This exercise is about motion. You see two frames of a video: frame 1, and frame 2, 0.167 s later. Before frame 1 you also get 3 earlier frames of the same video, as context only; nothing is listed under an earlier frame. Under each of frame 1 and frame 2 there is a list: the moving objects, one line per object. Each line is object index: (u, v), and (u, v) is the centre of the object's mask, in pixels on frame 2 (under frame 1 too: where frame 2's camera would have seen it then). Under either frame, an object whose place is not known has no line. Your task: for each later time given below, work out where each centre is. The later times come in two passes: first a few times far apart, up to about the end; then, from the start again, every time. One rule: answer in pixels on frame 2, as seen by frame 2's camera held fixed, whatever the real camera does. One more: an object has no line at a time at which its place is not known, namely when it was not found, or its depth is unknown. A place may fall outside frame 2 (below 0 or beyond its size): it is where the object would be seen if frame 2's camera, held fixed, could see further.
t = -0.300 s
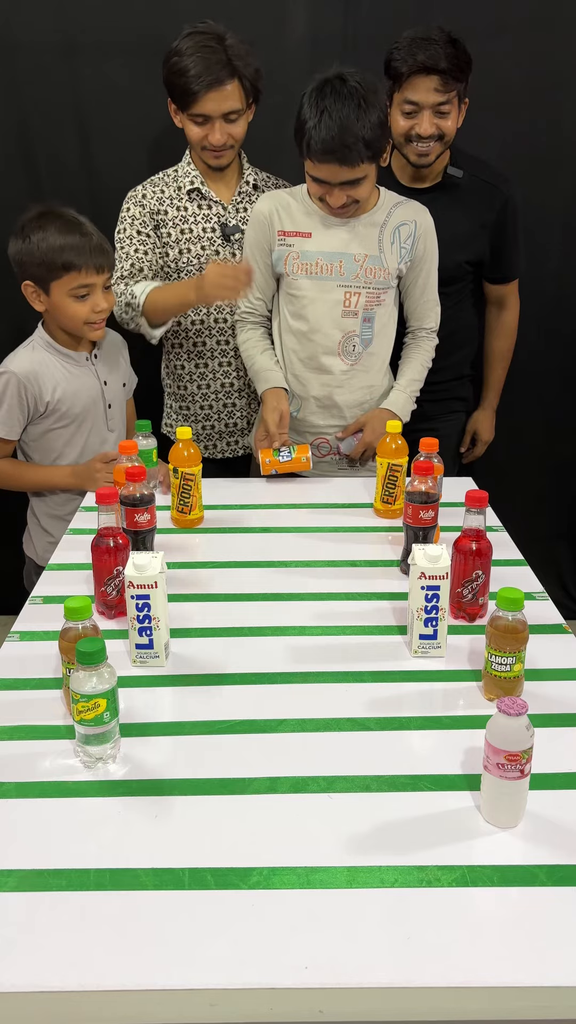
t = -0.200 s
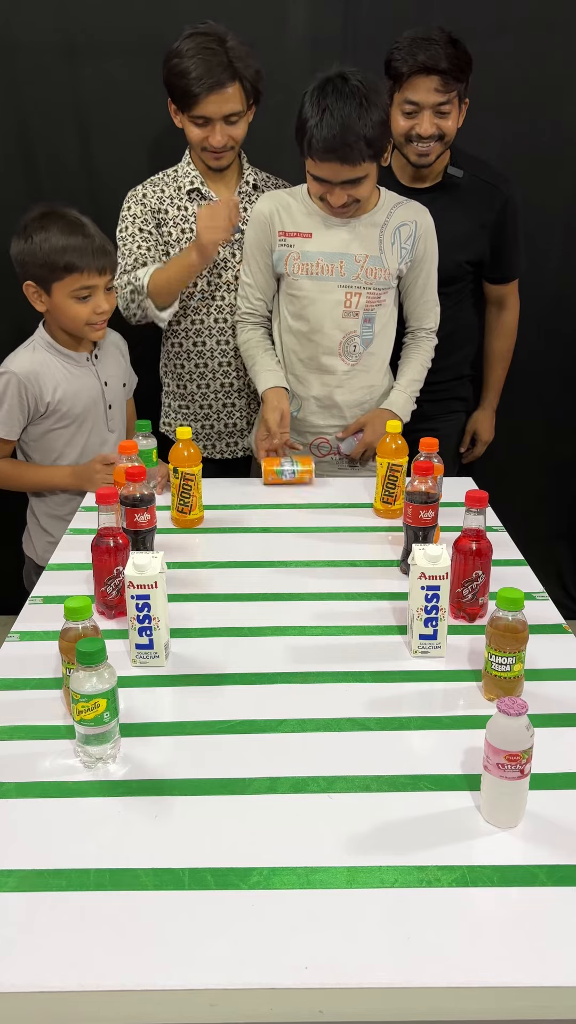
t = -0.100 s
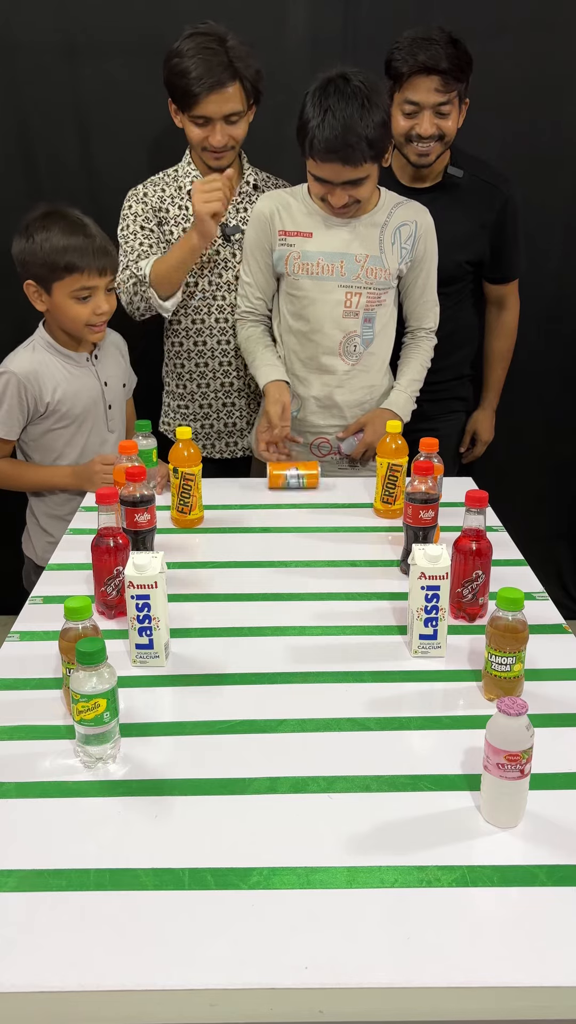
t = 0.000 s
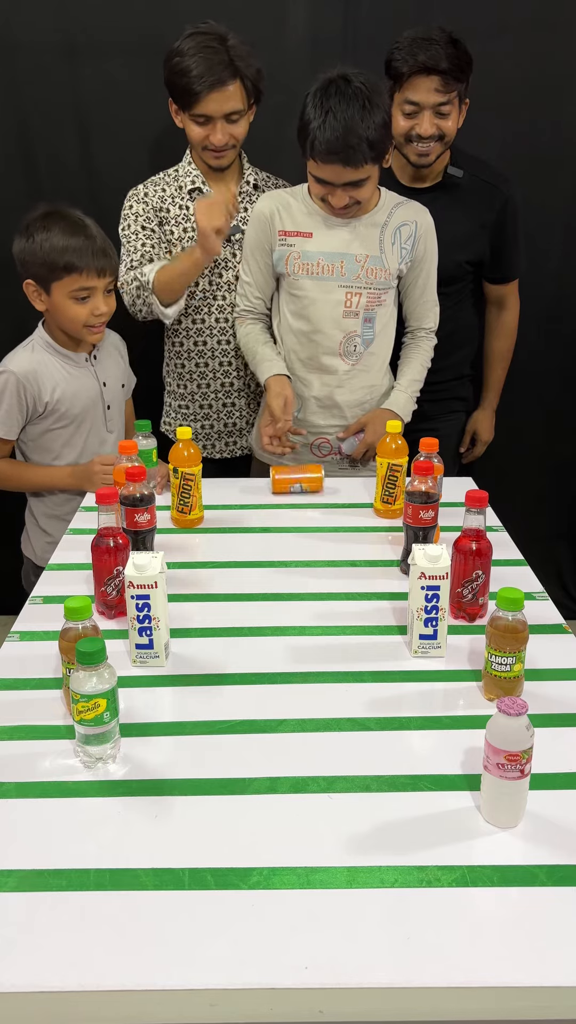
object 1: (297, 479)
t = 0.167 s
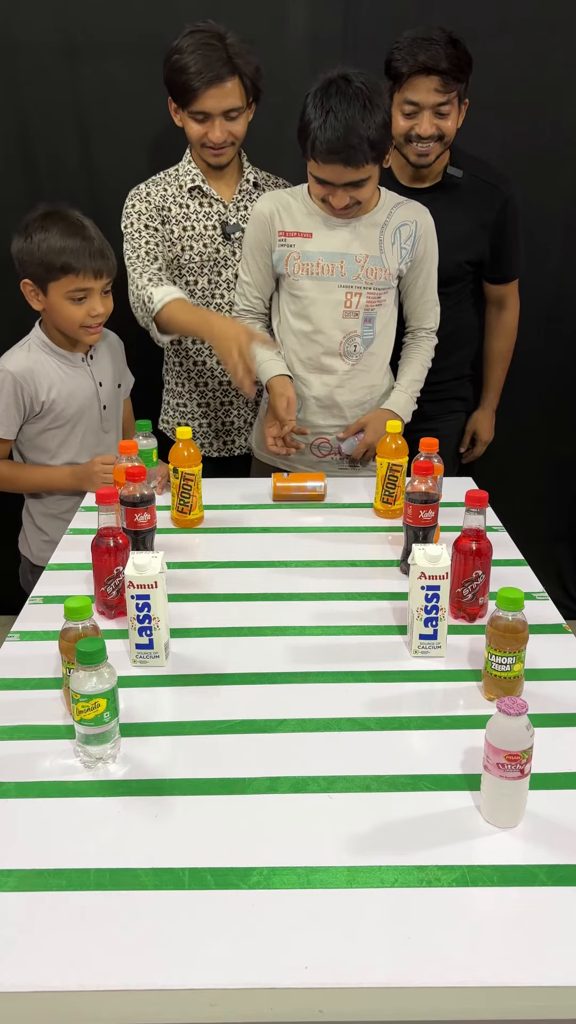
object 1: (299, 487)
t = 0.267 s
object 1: (300, 491)
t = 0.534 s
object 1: (301, 503)
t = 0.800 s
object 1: (303, 515)
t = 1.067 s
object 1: (304, 526)
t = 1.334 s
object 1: (306, 539)
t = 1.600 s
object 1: (307, 551)
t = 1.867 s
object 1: (308, 563)
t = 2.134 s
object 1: (309, 575)
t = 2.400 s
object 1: (311, 588)
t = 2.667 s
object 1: (312, 601)
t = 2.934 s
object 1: (314, 613)
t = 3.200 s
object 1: (315, 626)
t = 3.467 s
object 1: (316, 641)
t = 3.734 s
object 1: (318, 655)
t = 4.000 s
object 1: (319, 667)
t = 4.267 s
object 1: (321, 680)
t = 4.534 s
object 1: (322, 695)
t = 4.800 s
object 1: (324, 710)
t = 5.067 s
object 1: (325, 725)
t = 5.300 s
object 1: (326, 737)
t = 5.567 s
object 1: (327, 749)
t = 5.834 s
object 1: (328, 757)
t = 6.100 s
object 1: (329, 765)
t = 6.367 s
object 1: (330, 772)
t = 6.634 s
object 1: (330, 782)
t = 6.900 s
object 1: (332, 798)
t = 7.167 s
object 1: (333, 815)
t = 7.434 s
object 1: (335, 832)
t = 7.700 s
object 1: (336, 843)
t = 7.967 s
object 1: (336, 839)
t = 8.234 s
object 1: (335, 826)
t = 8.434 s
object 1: (334, 814)
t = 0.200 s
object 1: (299, 488)
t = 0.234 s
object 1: (299, 489)
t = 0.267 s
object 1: (300, 491)
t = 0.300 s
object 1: (300, 492)
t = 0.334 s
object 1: (300, 493)
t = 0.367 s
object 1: (300, 495)
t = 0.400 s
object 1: (300, 496)
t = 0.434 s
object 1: (301, 498)
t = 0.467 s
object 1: (301, 500)
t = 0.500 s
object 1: (301, 501)
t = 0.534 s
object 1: (301, 503)
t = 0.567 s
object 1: (301, 504)
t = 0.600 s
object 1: (302, 506)
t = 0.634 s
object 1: (302, 507)
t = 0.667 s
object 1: (302, 509)
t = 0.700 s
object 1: (302, 510)
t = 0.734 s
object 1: (302, 512)
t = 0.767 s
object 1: (303, 513)
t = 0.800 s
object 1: (303, 515)
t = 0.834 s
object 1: (303, 516)
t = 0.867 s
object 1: (303, 518)
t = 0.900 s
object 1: (303, 519)
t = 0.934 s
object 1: (303, 520)
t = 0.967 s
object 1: (303, 522)
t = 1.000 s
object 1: (304, 524)
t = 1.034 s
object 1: (304, 525)
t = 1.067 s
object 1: (304, 526)
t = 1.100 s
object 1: (304, 528)
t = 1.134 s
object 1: (304, 529)
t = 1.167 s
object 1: (305, 531)
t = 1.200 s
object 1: (305, 533)
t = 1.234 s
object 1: (305, 534)
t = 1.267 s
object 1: (305, 536)
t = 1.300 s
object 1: (305, 538)
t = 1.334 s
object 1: (306, 539)
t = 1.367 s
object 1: (306, 541)
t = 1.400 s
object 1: (306, 543)
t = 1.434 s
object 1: (306, 544)
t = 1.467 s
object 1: (307, 546)
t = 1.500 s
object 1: (307, 547)
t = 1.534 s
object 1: (307, 549)
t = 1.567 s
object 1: (307, 550)
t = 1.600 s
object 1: (307, 551)
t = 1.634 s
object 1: (307, 553)
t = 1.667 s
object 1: (308, 554)
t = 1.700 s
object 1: (308, 556)
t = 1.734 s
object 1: (308, 557)
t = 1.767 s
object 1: (308, 558)
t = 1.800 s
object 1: (308, 560)
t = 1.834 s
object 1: (308, 561)
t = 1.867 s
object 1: (308, 563)
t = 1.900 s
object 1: (308, 564)
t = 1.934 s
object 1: (309, 566)
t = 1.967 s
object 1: (309, 567)
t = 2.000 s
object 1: (309, 569)
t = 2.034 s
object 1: (309, 571)
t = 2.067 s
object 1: (309, 572)
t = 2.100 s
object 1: (309, 574)
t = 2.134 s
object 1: (309, 575)
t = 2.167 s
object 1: (310, 577)
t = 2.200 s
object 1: (310, 579)
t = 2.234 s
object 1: (310, 580)
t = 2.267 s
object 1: (310, 581)
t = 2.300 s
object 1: (311, 584)
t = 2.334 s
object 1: (311, 585)
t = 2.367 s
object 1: (311, 587)
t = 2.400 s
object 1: (311, 588)
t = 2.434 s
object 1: (311, 590)
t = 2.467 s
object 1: (312, 592)
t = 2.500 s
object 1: (312, 593)
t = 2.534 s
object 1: (312, 595)
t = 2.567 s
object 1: (312, 596)
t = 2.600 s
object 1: (312, 598)
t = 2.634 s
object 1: (312, 600)
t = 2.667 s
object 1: (312, 601)
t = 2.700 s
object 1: (313, 602)
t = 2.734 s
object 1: (313, 604)
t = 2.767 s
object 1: (313, 605)
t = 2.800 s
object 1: (313, 607)
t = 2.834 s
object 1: (313, 608)
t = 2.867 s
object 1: (313, 610)
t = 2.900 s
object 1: (313, 611)
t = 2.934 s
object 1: (314, 613)
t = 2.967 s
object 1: (314, 614)
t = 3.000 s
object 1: (314, 616)
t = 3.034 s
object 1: (314, 617)
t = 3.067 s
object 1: (314, 619)
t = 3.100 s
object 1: (314, 621)
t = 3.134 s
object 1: (315, 622)
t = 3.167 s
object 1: (315, 624)
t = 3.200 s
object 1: (315, 626)
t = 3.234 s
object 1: (315, 628)
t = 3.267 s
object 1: (315, 630)
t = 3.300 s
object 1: (316, 632)
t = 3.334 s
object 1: (316, 634)
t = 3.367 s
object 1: (316, 636)
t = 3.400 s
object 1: (316, 637)
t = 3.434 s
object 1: (316, 639)
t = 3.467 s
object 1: (316, 641)
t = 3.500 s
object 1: (317, 643)
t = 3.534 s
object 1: (317, 645)
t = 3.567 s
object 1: (317, 647)
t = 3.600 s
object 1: (317, 649)
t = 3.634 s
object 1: (317, 650)
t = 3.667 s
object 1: (318, 652)
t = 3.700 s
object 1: (318, 654)
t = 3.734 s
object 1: (318, 655)
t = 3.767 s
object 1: (318, 657)
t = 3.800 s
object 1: (318, 658)
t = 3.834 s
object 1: (318, 660)
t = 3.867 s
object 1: (319, 661)
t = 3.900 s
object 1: (319, 663)
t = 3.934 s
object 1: (319, 664)
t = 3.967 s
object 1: (319, 666)
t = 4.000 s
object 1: (319, 667)
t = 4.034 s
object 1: (320, 669)
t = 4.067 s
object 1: (320, 670)
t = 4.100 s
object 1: (320, 672)
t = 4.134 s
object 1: (320, 674)
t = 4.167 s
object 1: (320, 675)
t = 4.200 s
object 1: (320, 677)
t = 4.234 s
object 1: (320, 679)
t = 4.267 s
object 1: (321, 680)
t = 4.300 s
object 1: (321, 682)
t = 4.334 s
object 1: (321, 683)
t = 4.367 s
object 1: (321, 685)
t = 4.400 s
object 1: (321, 687)
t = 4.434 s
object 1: (321, 689)
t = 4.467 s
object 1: (322, 691)
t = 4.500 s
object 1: (322, 693)
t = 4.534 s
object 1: (322, 695)
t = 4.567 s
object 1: (322, 697)
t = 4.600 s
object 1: (323, 699)
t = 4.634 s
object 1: (322, 700)
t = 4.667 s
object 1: (323, 702)
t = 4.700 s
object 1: (323, 704)
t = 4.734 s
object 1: (323, 706)
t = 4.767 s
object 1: (323, 708)
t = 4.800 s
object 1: (324, 710)
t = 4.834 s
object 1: (324, 712)
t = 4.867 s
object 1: (324, 713)
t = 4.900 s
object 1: (324, 715)
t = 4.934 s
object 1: (324, 718)
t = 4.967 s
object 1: (324, 719)
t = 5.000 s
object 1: (325, 721)
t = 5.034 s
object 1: (325, 723)
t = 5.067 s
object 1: (325, 725)
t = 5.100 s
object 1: (326, 727)
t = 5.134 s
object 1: (326, 729)
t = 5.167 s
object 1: (326, 730)
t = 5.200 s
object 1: (326, 732)
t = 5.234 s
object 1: (326, 734)
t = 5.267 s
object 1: (326, 735)
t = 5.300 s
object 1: (326, 737)
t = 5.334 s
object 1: (326, 739)
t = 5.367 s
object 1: (326, 740)
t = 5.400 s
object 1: (327, 742)
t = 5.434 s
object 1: (327, 743)
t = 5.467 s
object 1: (327, 745)
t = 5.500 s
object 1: (327, 746)
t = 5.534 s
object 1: (327, 747)
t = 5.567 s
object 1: (327, 749)
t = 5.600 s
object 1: (327, 750)
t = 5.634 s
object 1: (328, 751)
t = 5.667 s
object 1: (328, 753)
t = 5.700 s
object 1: (328, 754)
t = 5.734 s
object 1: (328, 755)
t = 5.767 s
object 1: (328, 756)
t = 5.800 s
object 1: (328, 757)
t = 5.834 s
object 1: (328, 757)
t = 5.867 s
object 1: (328, 758)
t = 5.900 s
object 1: (328, 759)
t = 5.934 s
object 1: (329, 760)
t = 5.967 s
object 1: (329, 761)
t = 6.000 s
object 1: (329, 762)
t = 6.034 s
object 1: (329, 763)
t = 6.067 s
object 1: (329, 763)
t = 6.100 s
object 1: (329, 765)
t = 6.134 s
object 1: (329, 765)
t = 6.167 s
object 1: (329, 766)
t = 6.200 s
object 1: (329, 767)
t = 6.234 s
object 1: (329, 768)
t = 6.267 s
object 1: (329, 769)
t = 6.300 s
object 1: (329, 770)
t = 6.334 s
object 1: (330, 771)
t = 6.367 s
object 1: (330, 772)
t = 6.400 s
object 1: (330, 772)
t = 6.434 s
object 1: (330, 773)
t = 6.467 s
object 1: (330, 775)
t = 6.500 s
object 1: (330, 776)
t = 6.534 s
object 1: (330, 777)
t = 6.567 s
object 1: (330, 779)
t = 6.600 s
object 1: (330, 781)
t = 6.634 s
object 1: (330, 782)
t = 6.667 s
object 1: (331, 784)
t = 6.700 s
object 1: (331, 786)
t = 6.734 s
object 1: (331, 788)
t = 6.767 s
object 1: (331, 790)
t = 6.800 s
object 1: (331, 792)
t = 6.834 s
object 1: (332, 794)
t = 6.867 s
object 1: (332, 796)
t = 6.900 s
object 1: (332, 798)
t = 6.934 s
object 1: (332, 800)
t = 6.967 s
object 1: (332, 802)
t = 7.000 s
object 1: (333, 804)
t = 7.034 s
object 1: (333, 806)
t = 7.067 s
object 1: (333, 808)
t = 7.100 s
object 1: (333, 811)
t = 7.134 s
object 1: (333, 813)
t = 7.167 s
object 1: (333, 815)
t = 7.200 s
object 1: (334, 818)
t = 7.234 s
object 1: (334, 820)
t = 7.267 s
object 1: (334, 822)
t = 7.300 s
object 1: (334, 824)
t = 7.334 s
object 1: (335, 826)
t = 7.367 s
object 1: (335, 828)
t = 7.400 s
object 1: (335, 830)
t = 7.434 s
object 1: (335, 832)
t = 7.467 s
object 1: (335, 834)
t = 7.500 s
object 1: (335, 836)
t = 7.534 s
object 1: (335, 837)
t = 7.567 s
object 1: (336, 839)
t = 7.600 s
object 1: (336, 841)
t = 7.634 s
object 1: (336, 841)
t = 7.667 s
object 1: (336, 842)
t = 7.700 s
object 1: (336, 843)
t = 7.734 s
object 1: (336, 843)
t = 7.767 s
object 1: (336, 843)
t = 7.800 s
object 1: (336, 843)
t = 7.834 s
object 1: (336, 843)
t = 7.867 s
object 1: (336, 842)
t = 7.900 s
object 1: (336, 842)
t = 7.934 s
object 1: (336, 841)
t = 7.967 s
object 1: (336, 839)
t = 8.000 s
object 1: (336, 838)
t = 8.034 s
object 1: (335, 836)
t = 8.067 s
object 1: (335, 835)
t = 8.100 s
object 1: (335, 833)
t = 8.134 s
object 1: (335, 832)
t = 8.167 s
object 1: (335, 830)
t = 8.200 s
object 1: (335, 828)
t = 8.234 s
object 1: (335, 826)
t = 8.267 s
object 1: (335, 824)
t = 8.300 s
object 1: (334, 823)
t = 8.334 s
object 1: (334, 821)
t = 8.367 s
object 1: (334, 819)
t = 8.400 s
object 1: (334, 818)
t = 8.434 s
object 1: (334, 814)
